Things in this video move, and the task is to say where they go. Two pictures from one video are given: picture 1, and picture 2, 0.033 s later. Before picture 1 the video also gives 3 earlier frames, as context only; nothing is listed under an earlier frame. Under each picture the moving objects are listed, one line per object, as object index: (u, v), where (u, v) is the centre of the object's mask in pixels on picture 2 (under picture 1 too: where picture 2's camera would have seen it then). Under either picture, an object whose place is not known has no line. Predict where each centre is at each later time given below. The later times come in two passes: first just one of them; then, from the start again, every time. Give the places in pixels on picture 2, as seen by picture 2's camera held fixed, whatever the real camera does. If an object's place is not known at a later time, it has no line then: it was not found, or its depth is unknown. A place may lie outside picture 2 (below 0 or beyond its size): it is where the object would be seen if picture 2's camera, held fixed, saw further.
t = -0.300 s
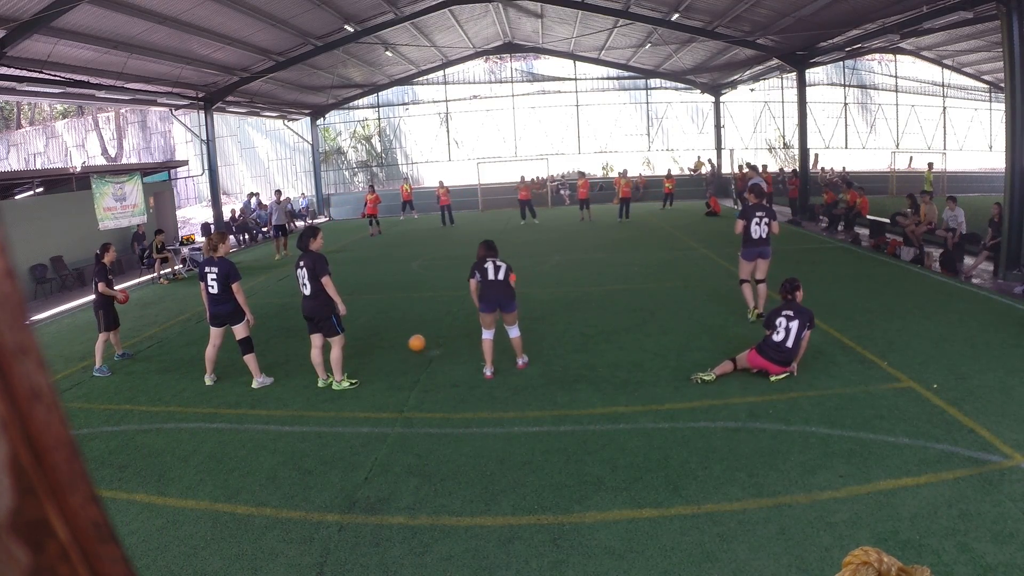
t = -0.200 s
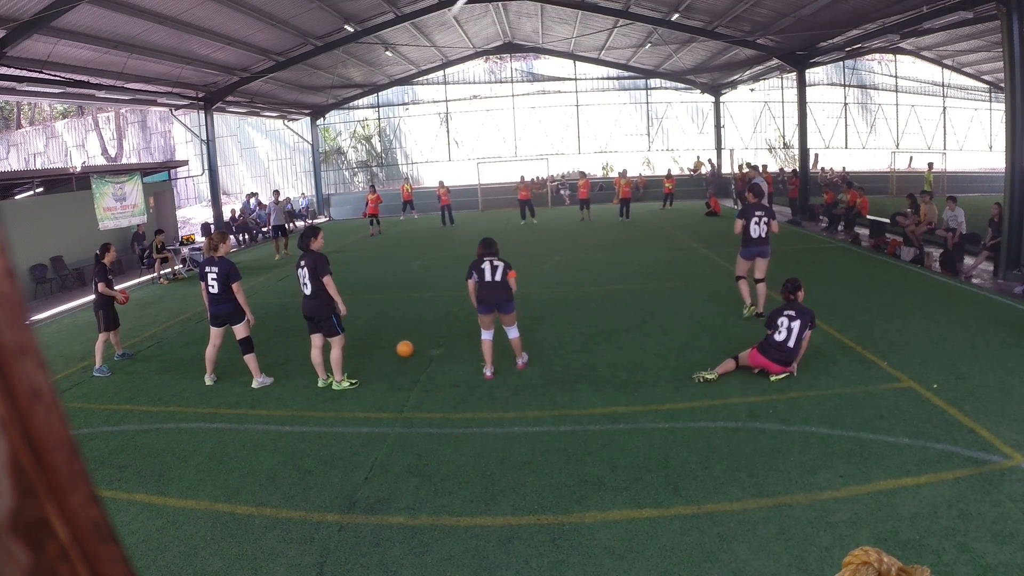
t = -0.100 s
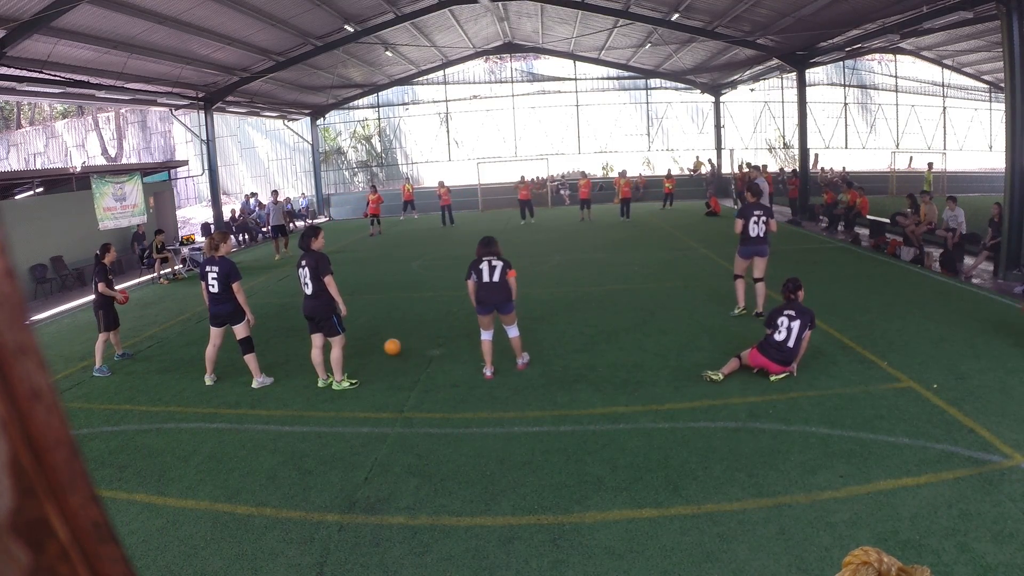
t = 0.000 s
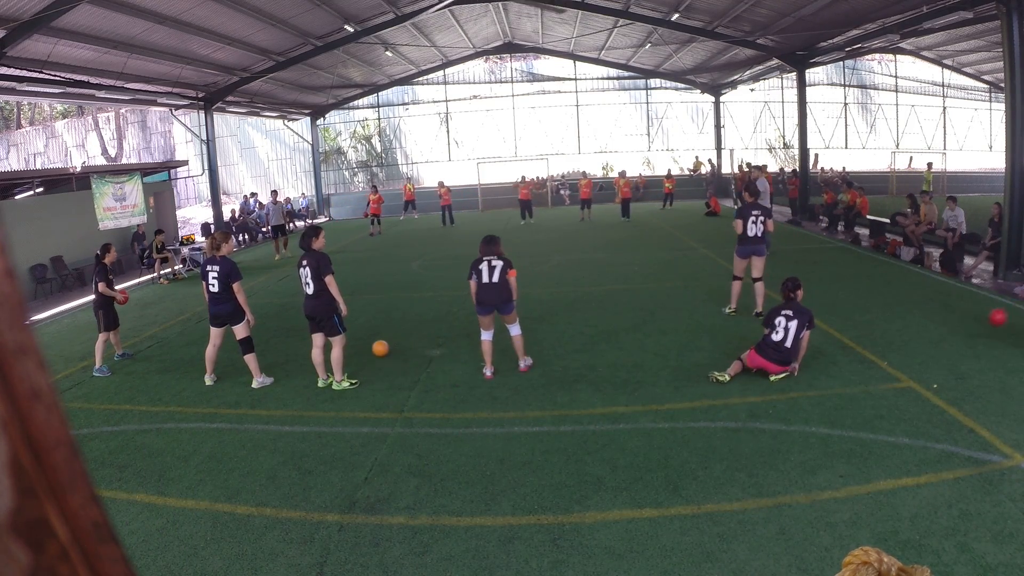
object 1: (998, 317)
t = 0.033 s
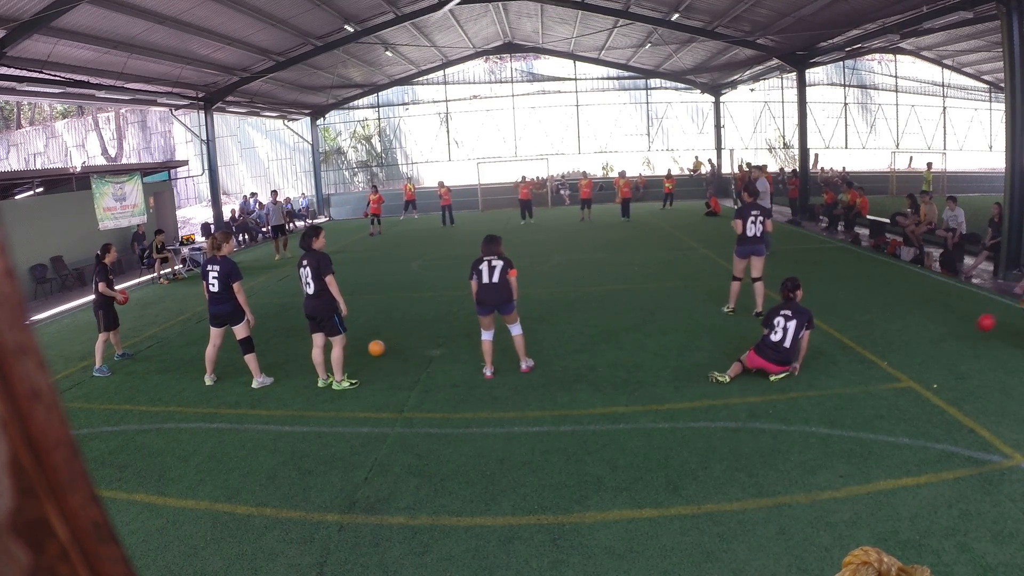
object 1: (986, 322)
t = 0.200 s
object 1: (941, 333)
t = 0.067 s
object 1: (974, 329)
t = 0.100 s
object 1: (963, 336)
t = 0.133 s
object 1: (952, 343)
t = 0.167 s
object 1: (946, 339)
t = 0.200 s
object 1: (941, 333)
